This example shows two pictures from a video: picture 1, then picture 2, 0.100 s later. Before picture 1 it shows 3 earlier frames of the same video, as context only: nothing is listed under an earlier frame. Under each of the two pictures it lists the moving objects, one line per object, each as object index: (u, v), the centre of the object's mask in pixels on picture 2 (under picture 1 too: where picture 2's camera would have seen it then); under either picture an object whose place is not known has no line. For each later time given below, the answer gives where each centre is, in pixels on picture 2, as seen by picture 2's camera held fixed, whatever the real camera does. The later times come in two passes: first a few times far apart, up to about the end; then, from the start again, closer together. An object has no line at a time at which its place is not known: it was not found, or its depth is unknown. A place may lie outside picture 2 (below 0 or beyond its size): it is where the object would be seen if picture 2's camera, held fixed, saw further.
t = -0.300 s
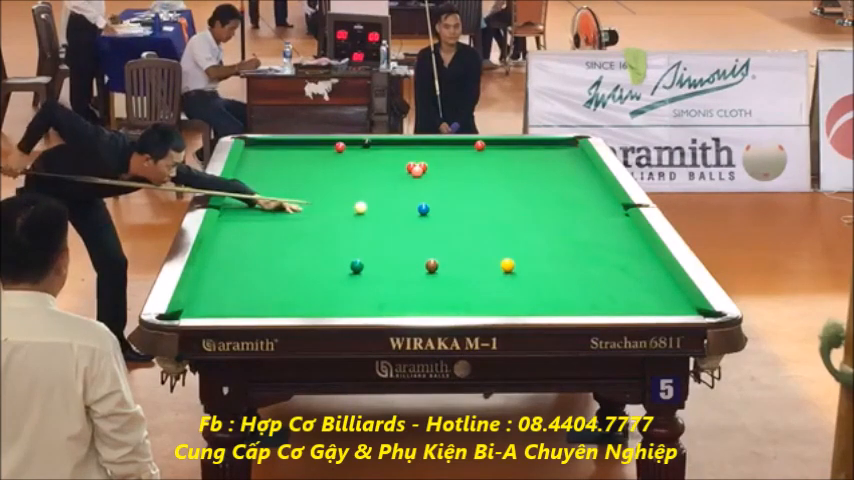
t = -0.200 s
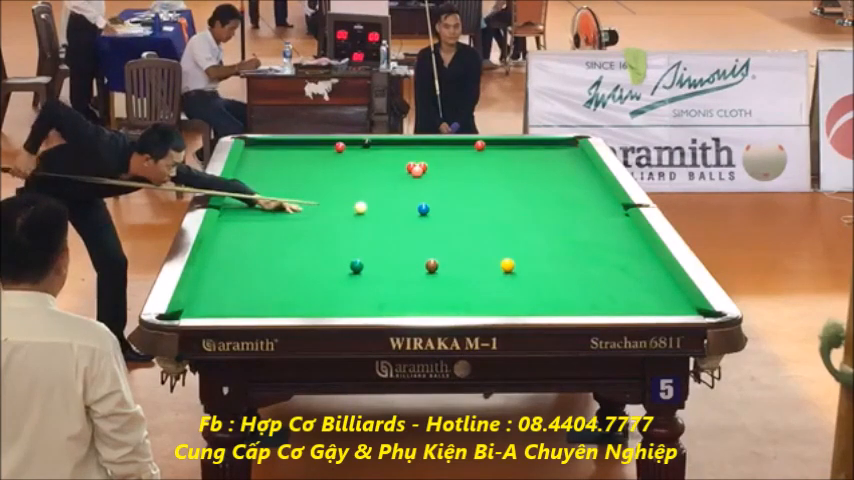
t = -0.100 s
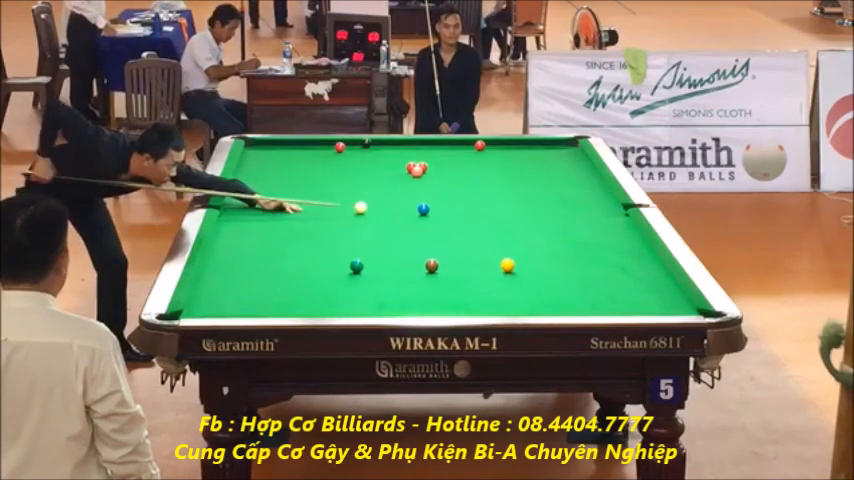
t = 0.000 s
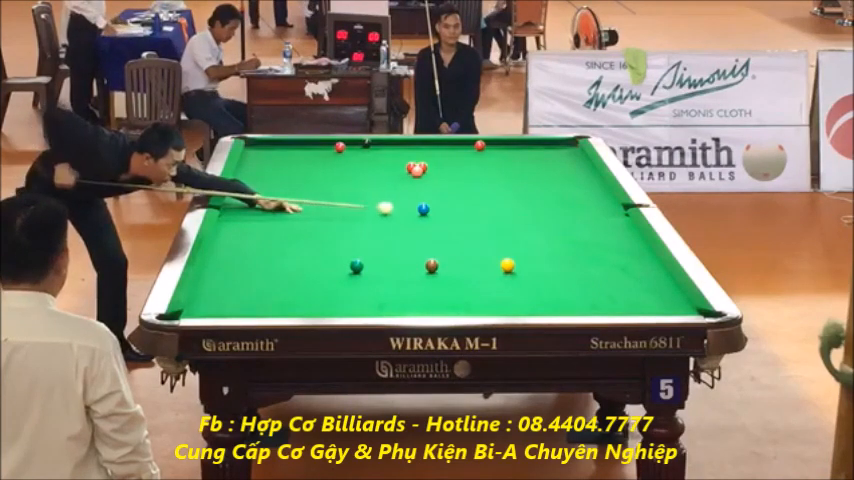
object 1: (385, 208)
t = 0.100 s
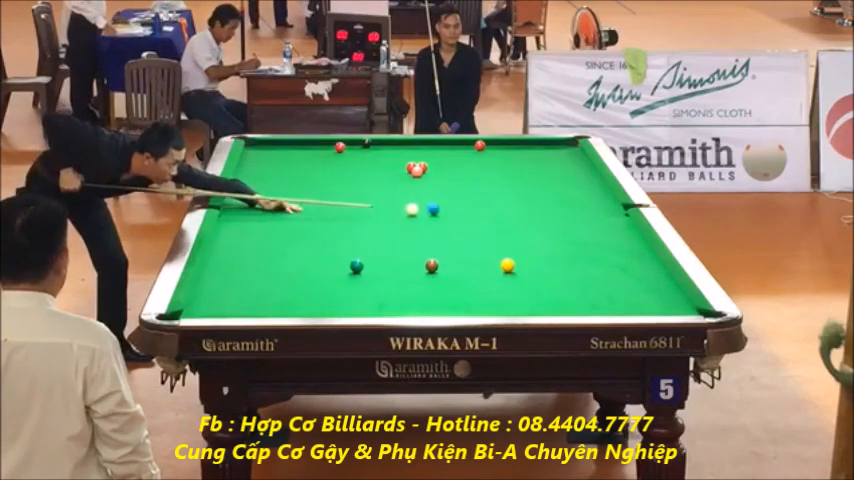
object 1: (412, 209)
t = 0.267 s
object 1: (418, 211)
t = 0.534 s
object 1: (435, 213)
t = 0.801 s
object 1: (451, 216)
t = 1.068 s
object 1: (465, 217)
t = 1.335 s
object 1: (477, 220)
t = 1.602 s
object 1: (488, 221)
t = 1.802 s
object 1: (496, 222)
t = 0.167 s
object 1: (413, 210)
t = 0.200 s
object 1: (414, 210)
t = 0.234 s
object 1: (416, 210)
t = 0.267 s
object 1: (418, 211)
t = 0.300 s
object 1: (421, 211)
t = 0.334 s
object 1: (423, 211)
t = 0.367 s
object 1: (425, 211)
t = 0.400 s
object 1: (427, 212)
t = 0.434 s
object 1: (429, 212)
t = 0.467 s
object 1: (431, 213)
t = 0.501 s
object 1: (433, 213)
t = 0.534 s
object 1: (435, 213)
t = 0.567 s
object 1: (437, 214)
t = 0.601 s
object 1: (439, 214)
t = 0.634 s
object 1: (441, 214)
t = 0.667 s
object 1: (443, 214)
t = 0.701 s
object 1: (445, 215)
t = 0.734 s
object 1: (447, 215)
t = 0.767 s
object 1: (449, 215)
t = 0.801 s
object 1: (451, 216)
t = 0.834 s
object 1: (453, 216)
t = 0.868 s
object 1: (454, 216)
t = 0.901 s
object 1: (456, 216)
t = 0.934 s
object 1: (458, 217)
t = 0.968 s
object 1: (460, 217)
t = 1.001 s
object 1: (461, 217)
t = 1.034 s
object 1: (463, 217)
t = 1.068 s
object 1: (465, 217)
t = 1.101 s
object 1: (466, 218)
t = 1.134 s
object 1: (468, 218)
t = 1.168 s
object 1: (470, 218)
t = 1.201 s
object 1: (471, 218)
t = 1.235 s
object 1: (473, 218)
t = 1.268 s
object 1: (474, 219)
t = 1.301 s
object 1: (476, 219)
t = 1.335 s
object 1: (477, 220)
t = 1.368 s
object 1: (479, 220)
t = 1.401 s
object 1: (480, 220)
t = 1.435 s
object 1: (482, 220)
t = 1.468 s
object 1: (483, 220)
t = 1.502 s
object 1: (484, 220)
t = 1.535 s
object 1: (486, 221)
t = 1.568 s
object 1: (487, 221)
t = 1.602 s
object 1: (488, 221)
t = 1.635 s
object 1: (489, 221)
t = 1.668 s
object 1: (491, 221)
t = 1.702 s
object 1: (492, 221)
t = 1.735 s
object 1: (493, 221)
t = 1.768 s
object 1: (495, 221)
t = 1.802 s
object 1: (496, 222)
